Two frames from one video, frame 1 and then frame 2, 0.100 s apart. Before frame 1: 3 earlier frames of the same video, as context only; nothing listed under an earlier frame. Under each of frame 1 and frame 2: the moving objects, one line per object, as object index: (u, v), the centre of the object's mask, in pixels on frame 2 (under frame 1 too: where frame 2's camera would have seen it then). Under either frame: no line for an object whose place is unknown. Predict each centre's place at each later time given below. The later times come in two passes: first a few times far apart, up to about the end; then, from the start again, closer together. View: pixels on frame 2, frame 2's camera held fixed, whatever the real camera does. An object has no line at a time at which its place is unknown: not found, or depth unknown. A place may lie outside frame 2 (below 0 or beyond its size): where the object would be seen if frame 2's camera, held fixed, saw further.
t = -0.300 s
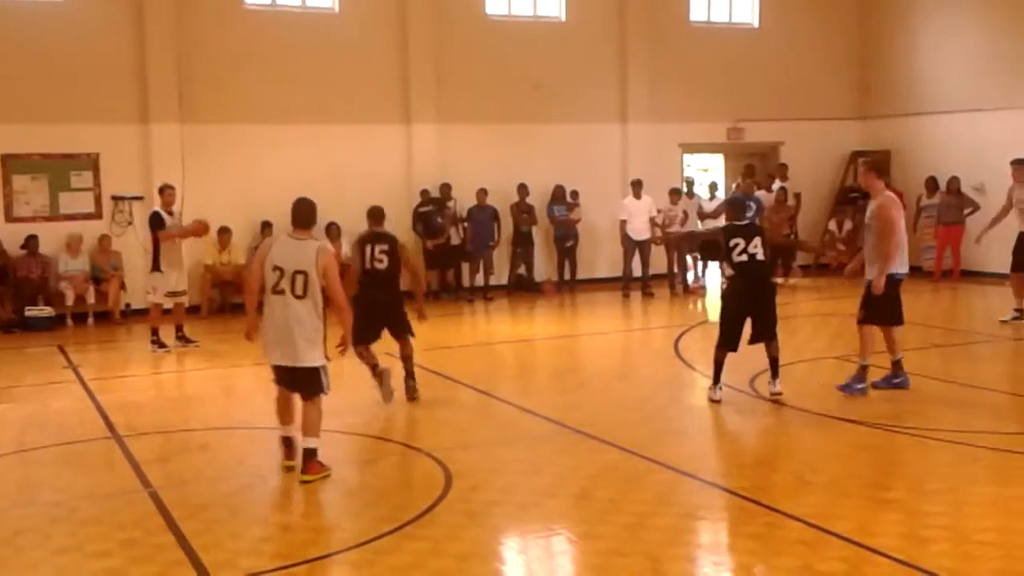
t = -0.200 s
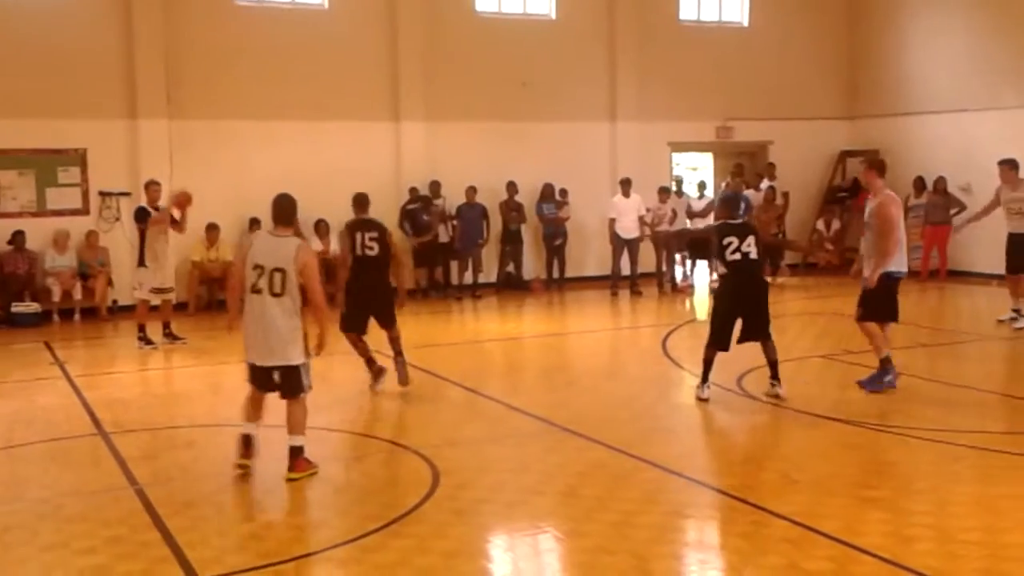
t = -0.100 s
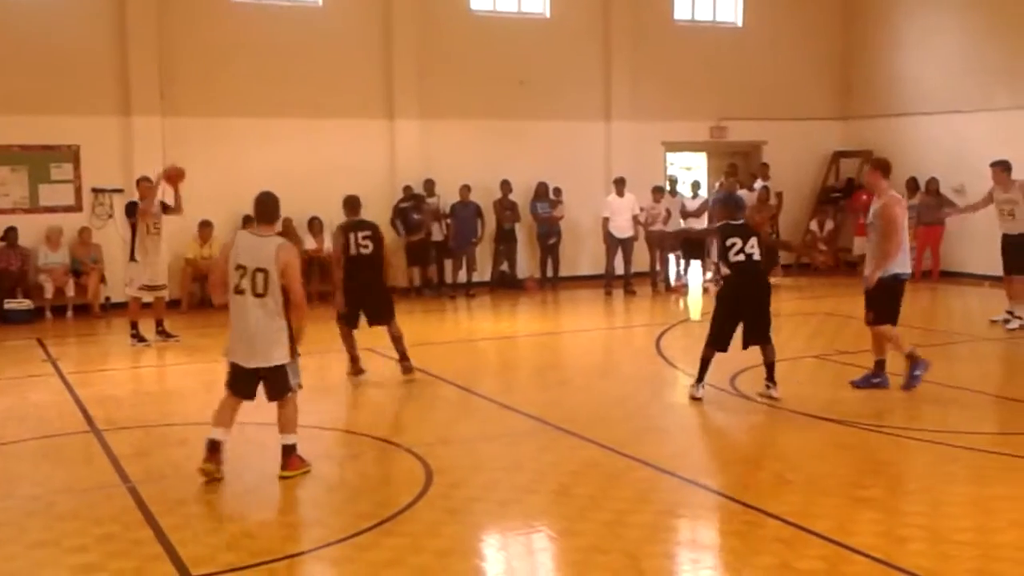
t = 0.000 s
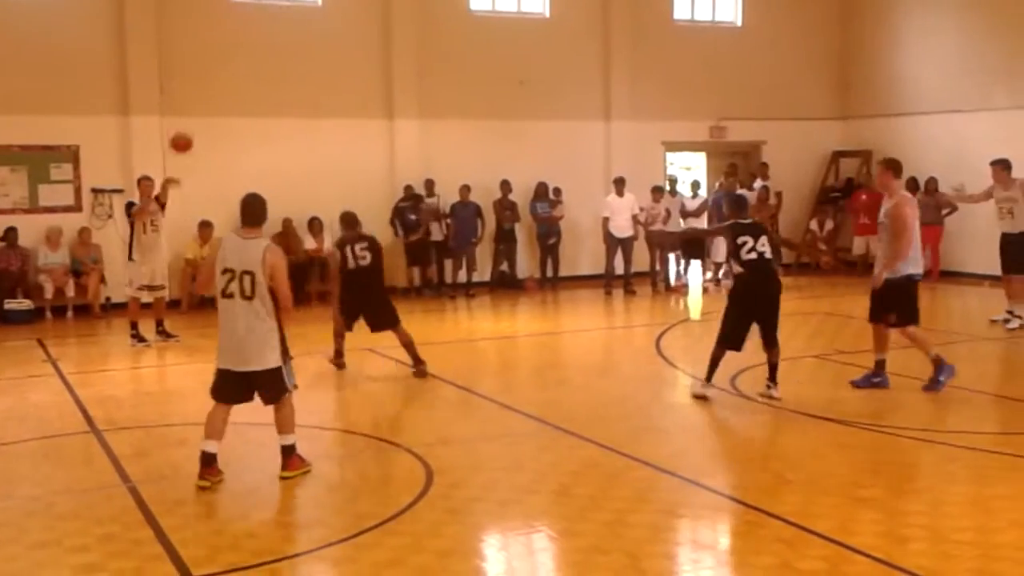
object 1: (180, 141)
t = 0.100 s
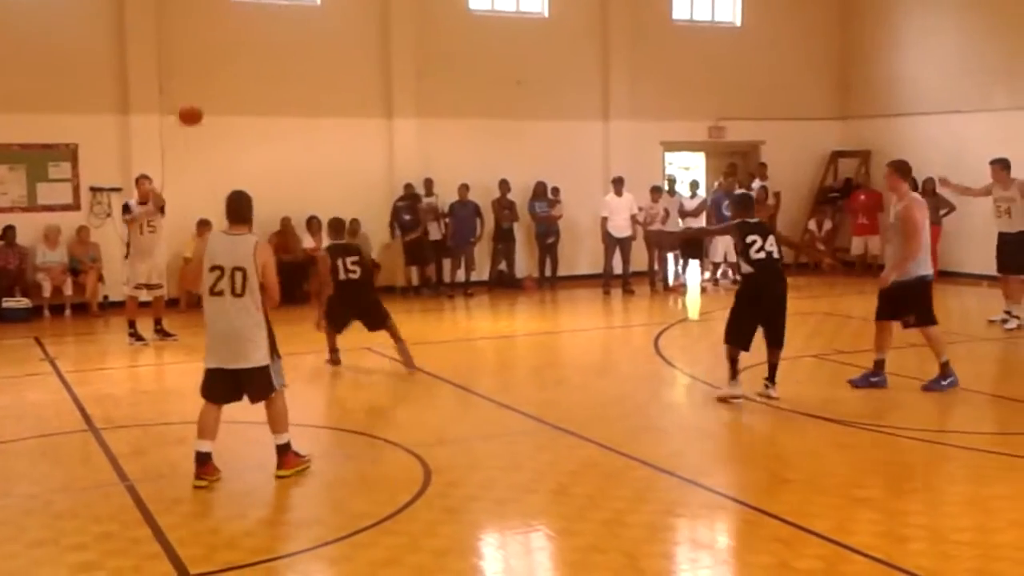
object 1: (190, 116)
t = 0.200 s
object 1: (203, 95)
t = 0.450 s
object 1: (245, 85)
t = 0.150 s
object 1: (196, 105)
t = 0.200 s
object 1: (203, 95)
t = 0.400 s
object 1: (236, 81)
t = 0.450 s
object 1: (245, 85)
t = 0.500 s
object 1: (256, 93)
